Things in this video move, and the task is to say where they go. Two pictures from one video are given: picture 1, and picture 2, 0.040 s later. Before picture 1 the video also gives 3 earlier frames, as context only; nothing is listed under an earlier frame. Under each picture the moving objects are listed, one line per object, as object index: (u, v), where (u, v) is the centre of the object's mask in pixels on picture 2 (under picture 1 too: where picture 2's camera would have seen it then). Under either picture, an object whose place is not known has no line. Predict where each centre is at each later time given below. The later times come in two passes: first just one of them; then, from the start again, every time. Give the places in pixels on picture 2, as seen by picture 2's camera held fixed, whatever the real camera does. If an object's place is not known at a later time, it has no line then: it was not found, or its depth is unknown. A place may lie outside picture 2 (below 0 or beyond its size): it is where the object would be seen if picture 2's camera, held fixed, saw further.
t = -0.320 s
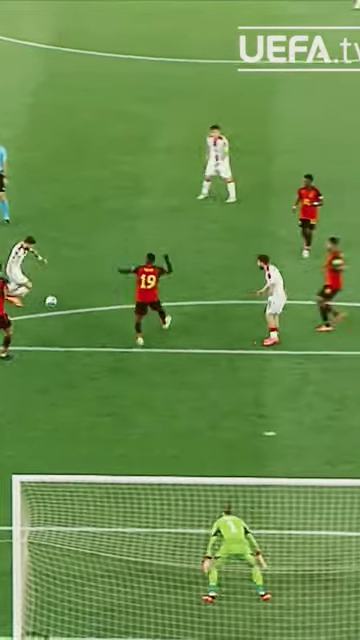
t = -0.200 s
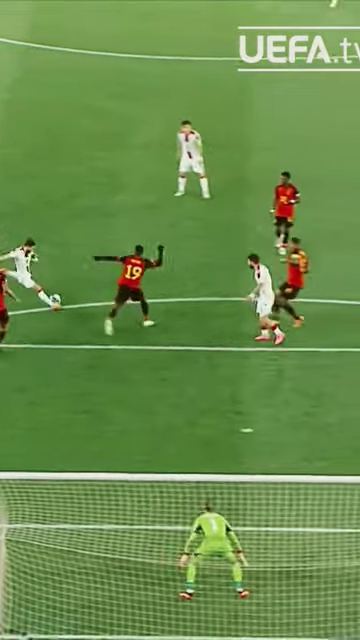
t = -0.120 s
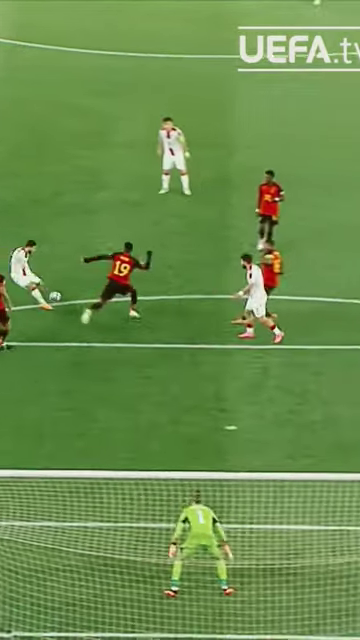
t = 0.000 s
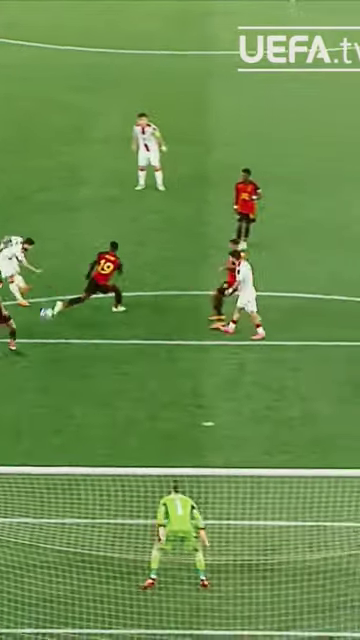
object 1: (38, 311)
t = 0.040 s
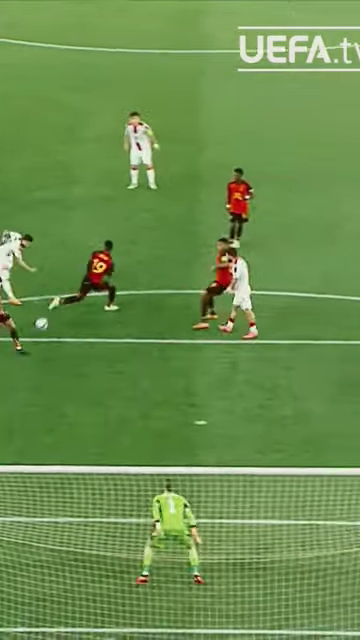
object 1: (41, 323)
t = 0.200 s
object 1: (45, 380)
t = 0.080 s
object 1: (43, 336)
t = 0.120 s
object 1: (45, 349)
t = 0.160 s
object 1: (45, 363)
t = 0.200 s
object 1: (45, 380)
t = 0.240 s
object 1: (43, 397)
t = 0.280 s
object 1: (42, 415)
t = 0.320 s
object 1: (42, 435)
